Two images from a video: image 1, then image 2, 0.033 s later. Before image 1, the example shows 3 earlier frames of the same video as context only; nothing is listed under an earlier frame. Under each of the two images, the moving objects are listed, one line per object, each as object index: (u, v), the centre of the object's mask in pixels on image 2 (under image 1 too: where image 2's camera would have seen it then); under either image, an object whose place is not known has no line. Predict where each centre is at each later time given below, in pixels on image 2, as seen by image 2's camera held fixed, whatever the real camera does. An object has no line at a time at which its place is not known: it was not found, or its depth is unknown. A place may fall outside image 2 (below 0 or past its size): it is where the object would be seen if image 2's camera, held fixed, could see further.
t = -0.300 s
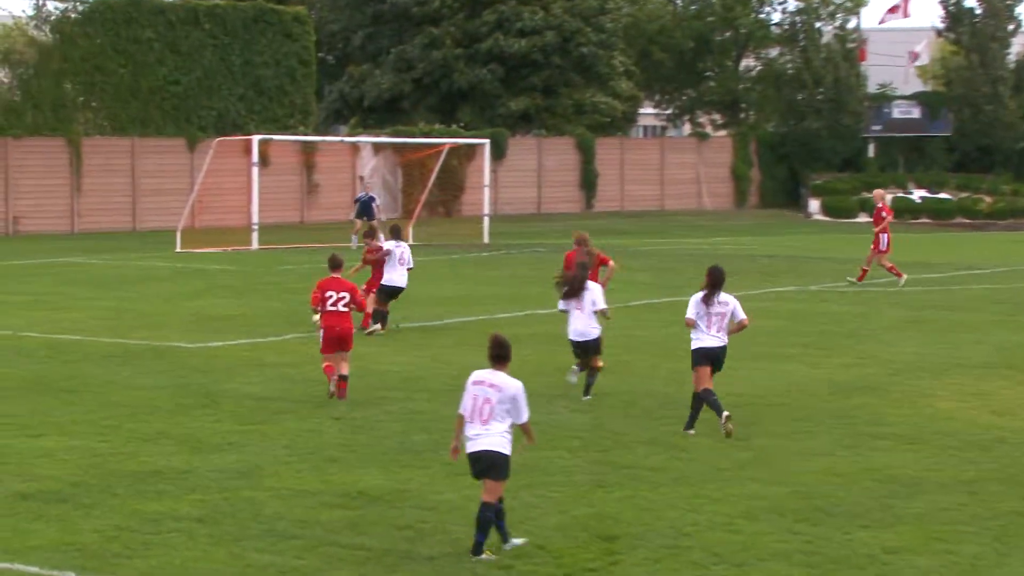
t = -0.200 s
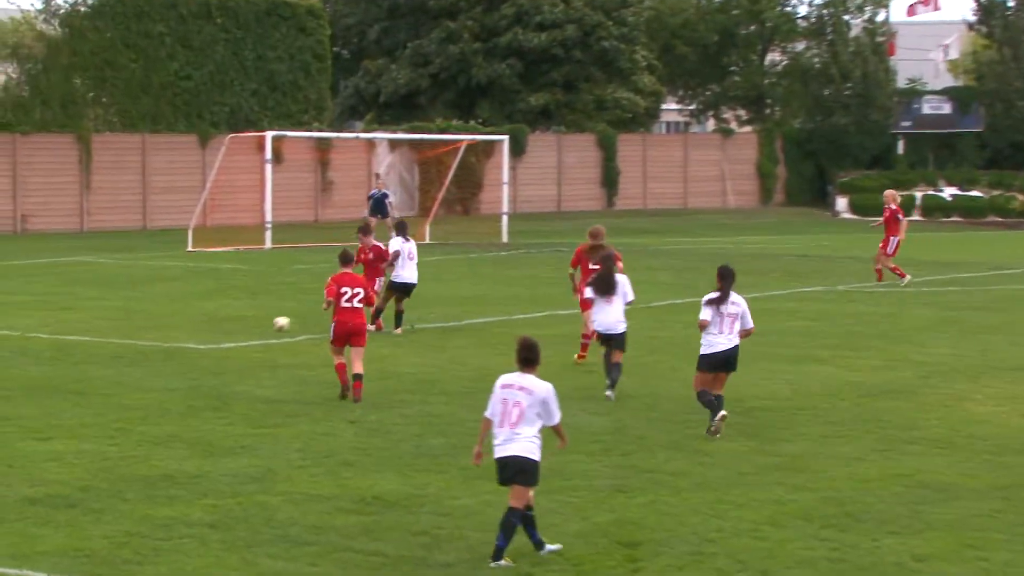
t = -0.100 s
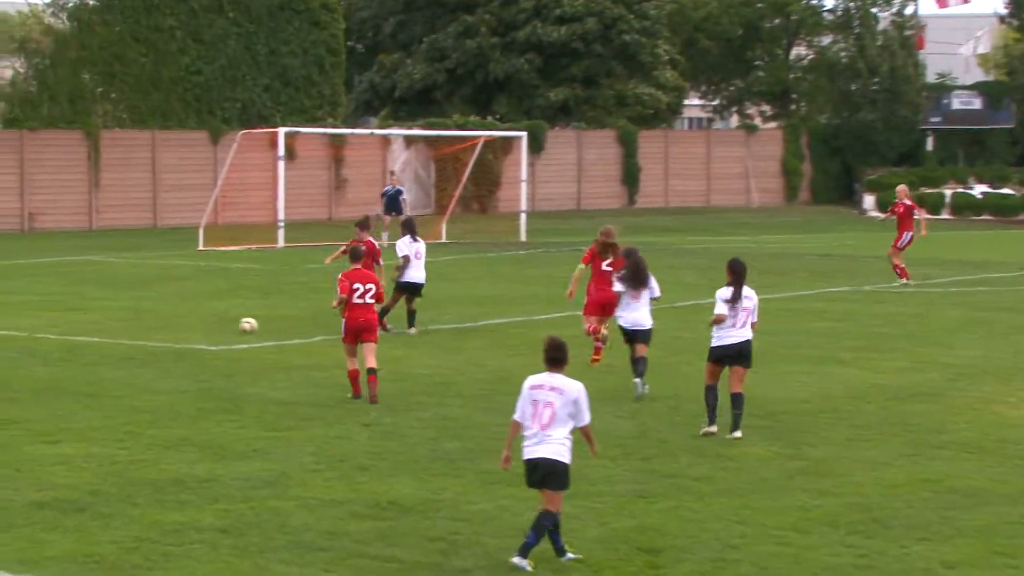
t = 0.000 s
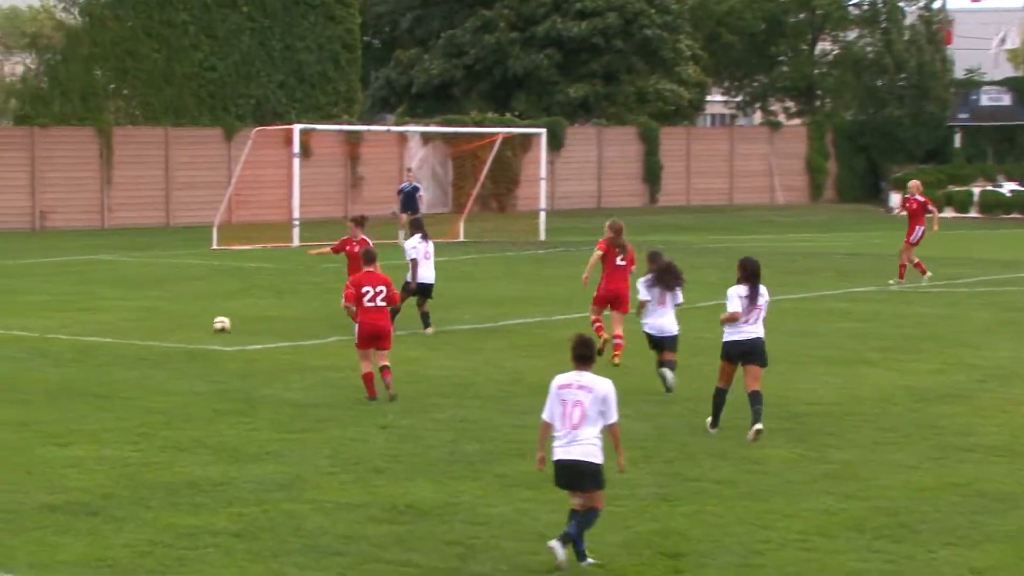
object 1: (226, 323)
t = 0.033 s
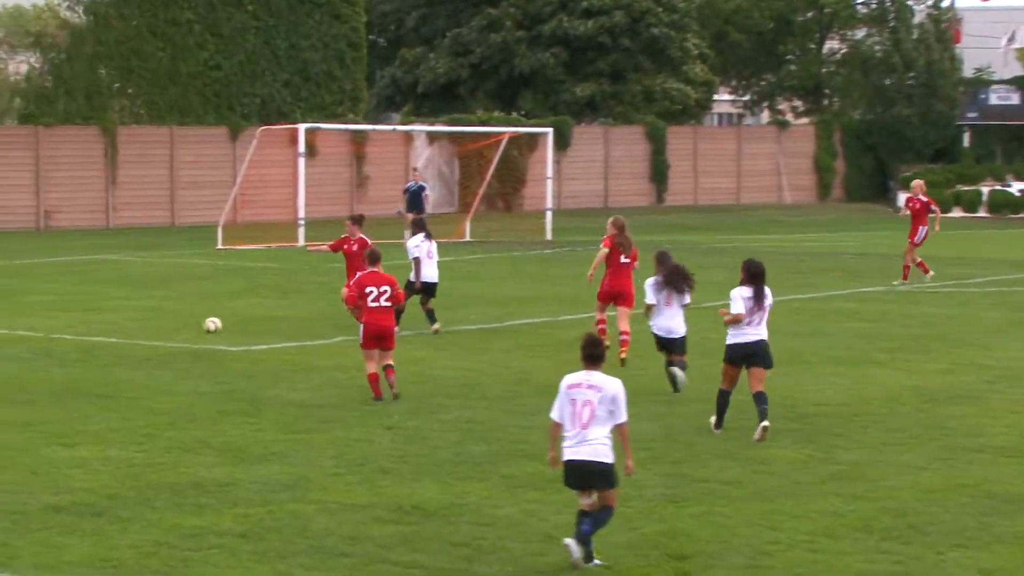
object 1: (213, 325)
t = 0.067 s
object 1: (200, 326)
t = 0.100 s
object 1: (187, 326)
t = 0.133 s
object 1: (175, 326)
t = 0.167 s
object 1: (162, 326)
